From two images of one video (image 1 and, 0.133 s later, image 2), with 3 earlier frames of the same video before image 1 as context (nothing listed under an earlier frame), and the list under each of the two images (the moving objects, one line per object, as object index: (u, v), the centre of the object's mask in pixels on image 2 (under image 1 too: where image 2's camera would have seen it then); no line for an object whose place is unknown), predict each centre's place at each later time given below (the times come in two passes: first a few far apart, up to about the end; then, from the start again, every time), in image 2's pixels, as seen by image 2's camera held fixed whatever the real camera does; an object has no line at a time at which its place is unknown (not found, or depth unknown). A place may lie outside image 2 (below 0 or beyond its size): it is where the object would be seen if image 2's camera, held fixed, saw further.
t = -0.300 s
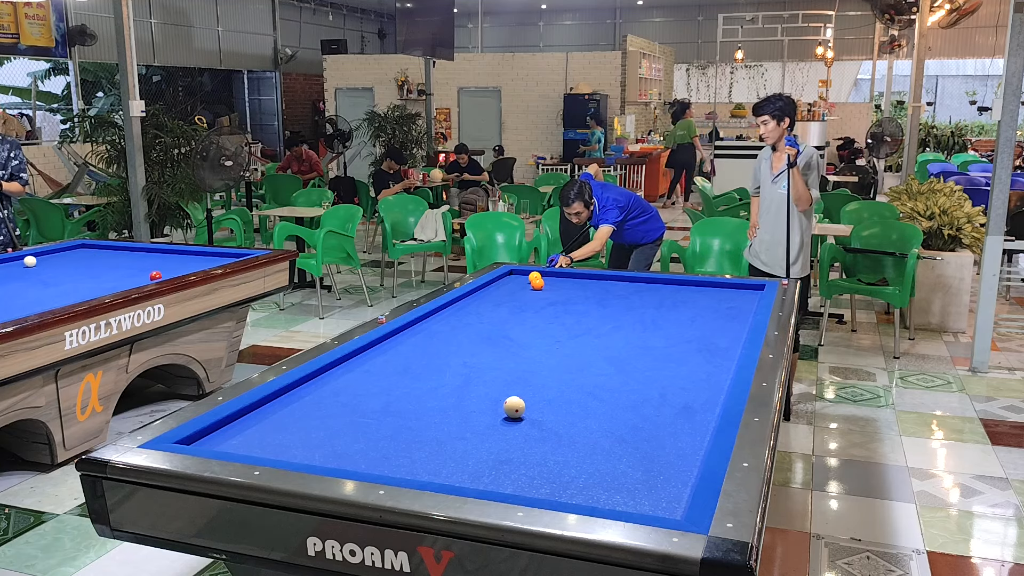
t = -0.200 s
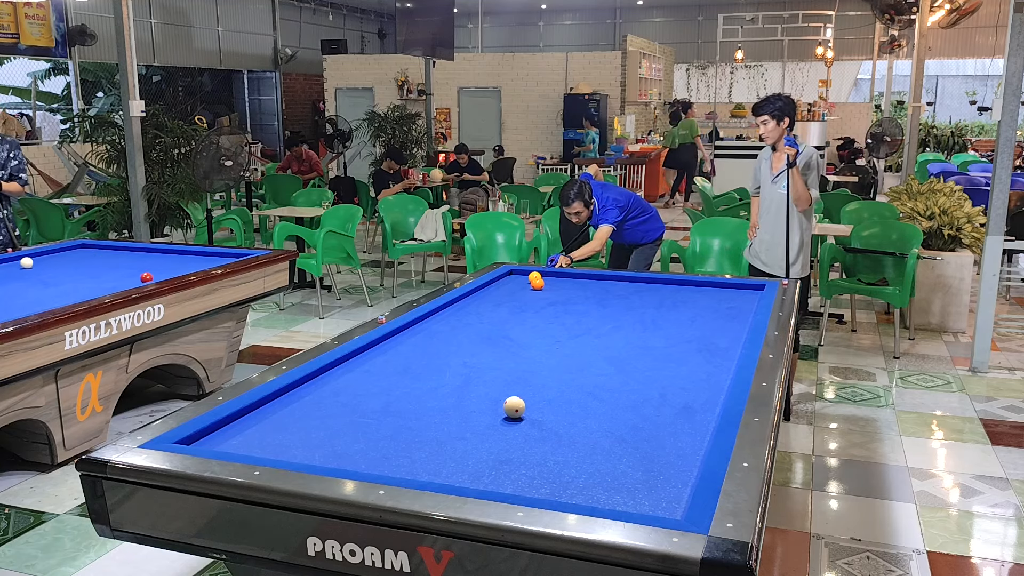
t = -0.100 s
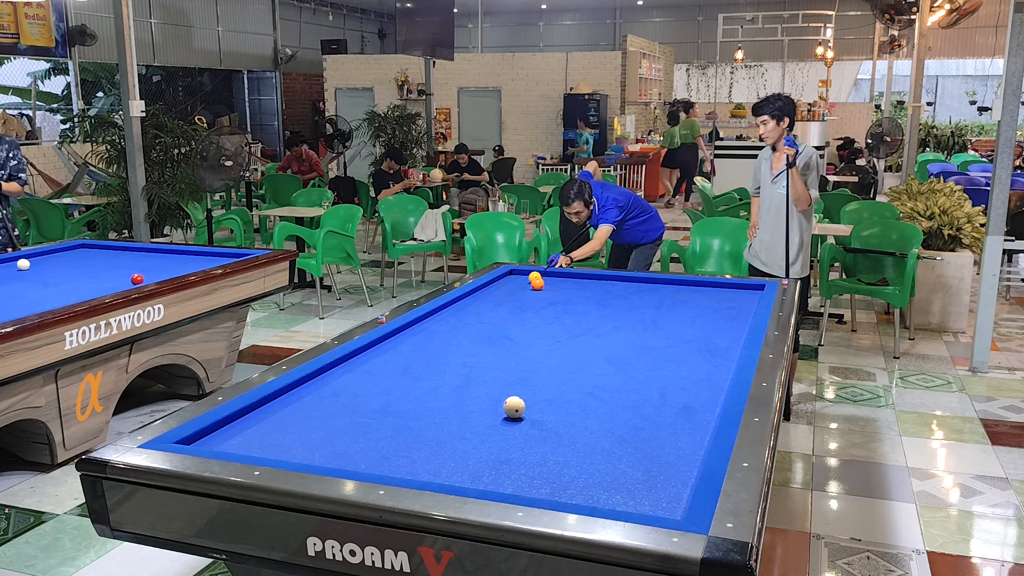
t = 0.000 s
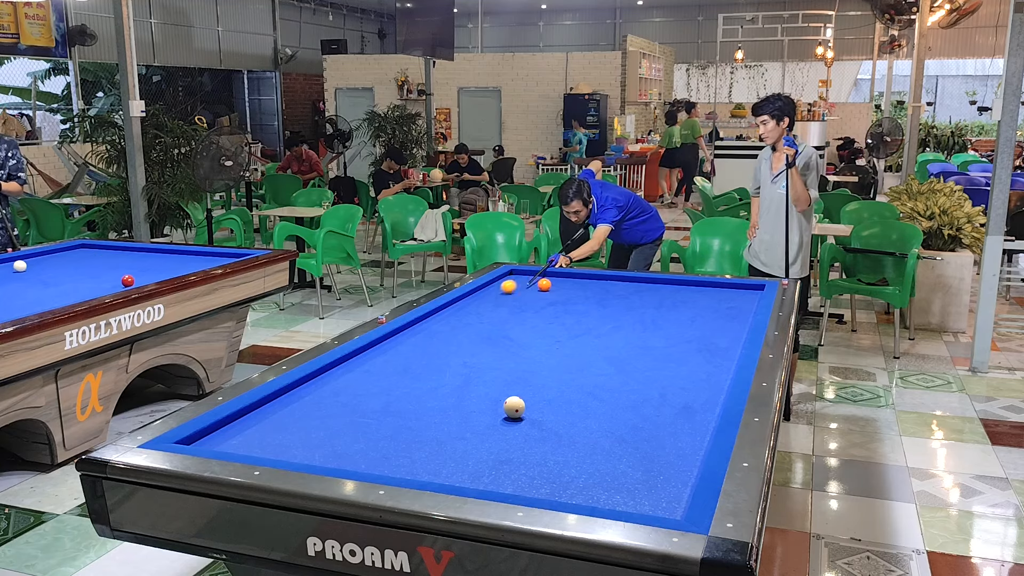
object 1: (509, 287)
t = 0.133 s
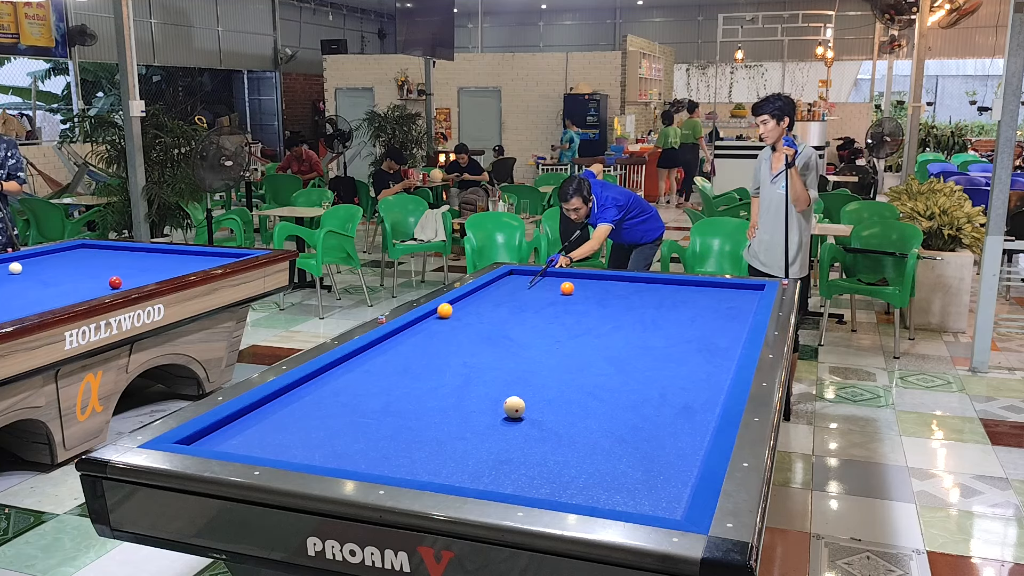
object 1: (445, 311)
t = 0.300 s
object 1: (412, 349)
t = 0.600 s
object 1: (312, 456)
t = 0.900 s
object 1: (518, 383)
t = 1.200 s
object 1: (638, 346)
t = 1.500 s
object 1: (729, 320)
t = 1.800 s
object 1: (729, 296)
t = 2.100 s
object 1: (699, 286)
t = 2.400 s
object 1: (648, 293)
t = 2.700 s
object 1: (596, 300)
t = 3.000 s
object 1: (541, 306)
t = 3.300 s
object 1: (483, 314)
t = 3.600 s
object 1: (423, 321)
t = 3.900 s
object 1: (423, 334)
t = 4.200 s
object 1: (428, 347)
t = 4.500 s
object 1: (433, 363)
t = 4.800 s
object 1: (439, 380)
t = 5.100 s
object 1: (445, 398)
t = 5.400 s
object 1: (452, 420)
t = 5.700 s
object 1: (460, 444)
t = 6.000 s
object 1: (468, 471)
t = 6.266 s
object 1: (491, 480)
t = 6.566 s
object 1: (537, 474)
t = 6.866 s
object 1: (580, 467)
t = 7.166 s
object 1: (619, 460)
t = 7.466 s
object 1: (656, 453)
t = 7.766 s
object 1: (690, 448)
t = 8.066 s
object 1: (690, 439)
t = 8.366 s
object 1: (678, 431)
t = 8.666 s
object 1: (667, 423)
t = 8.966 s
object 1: (657, 416)
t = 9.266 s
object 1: (648, 410)
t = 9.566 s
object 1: (640, 406)
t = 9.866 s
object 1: (633, 401)
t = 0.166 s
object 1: (440, 318)
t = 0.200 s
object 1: (434, 325)
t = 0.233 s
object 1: (428, 332)
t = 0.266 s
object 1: (420, 340)
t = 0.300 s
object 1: (412, 349)
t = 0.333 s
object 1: (403, 358)
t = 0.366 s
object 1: (394, 368)
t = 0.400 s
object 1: (383, 379)
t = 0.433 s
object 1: (372, 391)
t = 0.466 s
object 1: (360, 404)
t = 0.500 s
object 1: (346, 418)
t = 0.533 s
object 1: (332, 433)
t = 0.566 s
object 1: (316, 449)
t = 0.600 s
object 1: (312, 456)
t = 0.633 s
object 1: (342, 447)
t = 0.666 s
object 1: (370, 437)
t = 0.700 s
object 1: (396, 428)
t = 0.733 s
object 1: (420, 418)
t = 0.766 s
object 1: (442, 410)
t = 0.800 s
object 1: (462, 402)
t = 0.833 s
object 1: (482, 396)
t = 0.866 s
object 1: (500, 389)
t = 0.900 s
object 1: (518, 383)
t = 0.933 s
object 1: (534, 378)
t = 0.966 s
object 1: (549, 373)
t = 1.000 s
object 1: (563, 369)
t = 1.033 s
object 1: (577, 365)
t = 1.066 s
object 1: (590, 361)
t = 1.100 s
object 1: (603, 357)
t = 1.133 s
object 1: (615, 353)
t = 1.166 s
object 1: (627, 350)
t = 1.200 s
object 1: (638, 346)
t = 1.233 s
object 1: (649, 343)
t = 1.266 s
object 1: (660, 340)
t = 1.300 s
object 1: (671, 337)
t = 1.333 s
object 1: (681, 334)
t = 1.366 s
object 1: (691, 331)
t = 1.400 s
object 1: (701, 328)
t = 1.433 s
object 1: (710, 325)
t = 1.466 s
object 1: (720, 323)
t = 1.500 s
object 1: (729, 320)
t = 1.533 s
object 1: (738, 317)
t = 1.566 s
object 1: (746, 315)
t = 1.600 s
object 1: (747, 312)
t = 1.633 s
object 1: (743, 309)
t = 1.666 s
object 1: (739, 306)
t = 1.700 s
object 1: (736, 304)
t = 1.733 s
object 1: (733, 301)
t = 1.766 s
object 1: (731, 299)
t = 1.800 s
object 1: (729, 296)
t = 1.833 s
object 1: (727, 294)
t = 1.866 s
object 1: (725, 292)
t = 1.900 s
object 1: (723, 290)
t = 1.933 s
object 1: (721, 288)
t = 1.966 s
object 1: (719, 285)
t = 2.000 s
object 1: (717, 283)
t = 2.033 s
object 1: (711, 284)
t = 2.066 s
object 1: (705, 285)
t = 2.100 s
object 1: (699, 286)
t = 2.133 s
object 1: (693, 287)
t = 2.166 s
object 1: (688, 288)
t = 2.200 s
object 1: (682, 289)
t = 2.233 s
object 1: (676, 290)
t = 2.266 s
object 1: (671, 290)
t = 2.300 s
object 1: (665, 291)
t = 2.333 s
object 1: (660, 292)
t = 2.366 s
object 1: (654, 293)
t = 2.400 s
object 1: (648, 293)
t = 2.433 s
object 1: (642, 294)
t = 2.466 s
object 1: (636, 295)
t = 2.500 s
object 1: (631, 295)
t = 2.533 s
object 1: (625, 296)
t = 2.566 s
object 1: (619, 297)
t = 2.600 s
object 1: (613, 297)
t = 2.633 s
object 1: (607, 298)
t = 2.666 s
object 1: (601, 299)
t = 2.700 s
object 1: (596, 300)
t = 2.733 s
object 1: (589, 300)
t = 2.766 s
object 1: (584, 301)
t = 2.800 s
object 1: (577, 302)
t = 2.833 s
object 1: (571, 303)
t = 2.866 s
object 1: (565, 303)
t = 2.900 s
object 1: (559, 304)
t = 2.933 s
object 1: (553, 305)
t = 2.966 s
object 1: (547, 306)
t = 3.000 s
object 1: (541, 306)
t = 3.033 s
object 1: (535, 307)
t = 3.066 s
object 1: (528, 308)
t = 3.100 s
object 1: (522, 309)
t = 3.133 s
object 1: (516, 310)
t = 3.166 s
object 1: (509, 310)
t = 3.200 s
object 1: (503, 311)
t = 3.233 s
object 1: (497, 312)
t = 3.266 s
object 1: (490, 313)
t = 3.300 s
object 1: (483, 314)
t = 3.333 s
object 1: (477, 314)
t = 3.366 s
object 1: (470, 315)
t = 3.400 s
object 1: (464, 316)
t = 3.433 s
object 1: (457, 317)
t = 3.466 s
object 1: (450, 318)
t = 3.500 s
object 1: (443, 319)
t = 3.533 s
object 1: (436, 319)
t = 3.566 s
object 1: (430, 320)
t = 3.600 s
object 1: (423, 321)
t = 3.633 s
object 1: (418, 322)
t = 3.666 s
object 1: (419, 324)
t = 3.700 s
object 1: (421, 325)
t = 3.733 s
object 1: (421, 326)
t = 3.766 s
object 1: (421, 328)
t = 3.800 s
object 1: (422, 329)
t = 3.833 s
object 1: (422, 331)
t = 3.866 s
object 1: (423, 332)
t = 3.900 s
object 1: (423, 334)
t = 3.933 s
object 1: (424, 335)
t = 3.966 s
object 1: (424, 337)
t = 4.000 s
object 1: (425, 338)
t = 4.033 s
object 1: (425, 340)
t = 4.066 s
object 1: (426, 341)
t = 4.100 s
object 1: (426, 343)
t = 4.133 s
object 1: (427, 344)
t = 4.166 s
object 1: (428, 346)
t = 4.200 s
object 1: (428, 347)
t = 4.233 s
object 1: (429, 349)
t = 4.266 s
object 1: (429, 351)
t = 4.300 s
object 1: (430, 352)
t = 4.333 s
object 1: (430, 354)
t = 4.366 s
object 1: (431, 356)
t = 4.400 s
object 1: (432, 357)
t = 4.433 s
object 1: (432, 359)
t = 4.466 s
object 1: (433, 361)
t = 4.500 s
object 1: (433, 363)
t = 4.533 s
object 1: (434, 364)
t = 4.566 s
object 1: (434, 366)
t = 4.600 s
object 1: (435, 368)
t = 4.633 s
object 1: (436, 370)
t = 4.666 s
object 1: (436, 372)
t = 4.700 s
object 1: (437, 374)
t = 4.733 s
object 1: (438, 376)
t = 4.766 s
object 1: (438, 378)
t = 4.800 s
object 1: (439, 380)
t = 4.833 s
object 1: (440, 382)
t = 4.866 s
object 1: (440, 384)
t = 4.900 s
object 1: (441, 386)
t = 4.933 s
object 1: (442, 388)
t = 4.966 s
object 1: (442, 390)
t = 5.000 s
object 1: (443, 392)
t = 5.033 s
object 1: (444, 394)
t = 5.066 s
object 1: (445, 397)
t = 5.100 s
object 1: (445, 398)
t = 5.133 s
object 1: (446, 401)
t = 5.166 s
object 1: (447, 404)
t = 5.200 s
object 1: (447, 406)
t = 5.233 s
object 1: (448, 408)
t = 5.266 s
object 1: (449, 411)
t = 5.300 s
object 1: (450, 413)
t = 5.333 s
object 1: (451, 415)
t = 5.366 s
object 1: (451, 417)
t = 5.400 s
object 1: (452, 420)
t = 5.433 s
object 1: (453, 422)
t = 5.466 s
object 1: (454, 425)
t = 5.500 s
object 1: (455, 427)
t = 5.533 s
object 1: (456, 430)
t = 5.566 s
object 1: (456, 433)
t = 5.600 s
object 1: (457, 435)
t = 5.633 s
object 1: (458, 439)
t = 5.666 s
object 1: (459, 441)
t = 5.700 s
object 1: (460, 444)
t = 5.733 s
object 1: (461, 446)
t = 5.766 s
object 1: (461, 450)
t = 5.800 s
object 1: (462, 453)
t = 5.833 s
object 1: (463, 456)
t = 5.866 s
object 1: (464, 459)
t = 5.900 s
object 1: (465, 462)
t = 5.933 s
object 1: (466, 465)
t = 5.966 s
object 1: (467, 468)
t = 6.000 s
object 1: (468, 471)
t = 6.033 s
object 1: (469, 474)
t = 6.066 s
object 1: (470, 476)
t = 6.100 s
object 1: (471, 478)
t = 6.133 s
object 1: (472, 480)
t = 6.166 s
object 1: (474, 481)
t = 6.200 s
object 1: (480, 481)
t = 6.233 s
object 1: (486, 480)
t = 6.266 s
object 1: (491, 480)
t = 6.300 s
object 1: (496, 480)
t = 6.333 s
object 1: (502, 480)
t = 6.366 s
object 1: (507, 480)
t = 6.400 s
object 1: (512, 479)
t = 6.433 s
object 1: (517, 478)
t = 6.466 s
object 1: (522, 477)
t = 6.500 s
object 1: (527, 476)
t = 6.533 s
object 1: (532, 475)
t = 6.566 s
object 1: (537, 474)
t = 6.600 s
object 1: (542, 473)
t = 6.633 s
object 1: (547, 473)
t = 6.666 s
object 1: (552, 472)
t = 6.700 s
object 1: (557, 471)
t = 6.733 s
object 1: (561, 470)
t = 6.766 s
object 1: (566, 469)
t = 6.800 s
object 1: (570, 468)
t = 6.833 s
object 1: (575, 467)
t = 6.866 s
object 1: (580, 467)
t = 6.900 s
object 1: (584, 466)
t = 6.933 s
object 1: (589, 465)
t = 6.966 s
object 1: (593, 464)
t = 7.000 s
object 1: (598, 463)
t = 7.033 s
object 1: (602, 463)
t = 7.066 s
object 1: (606, 462)
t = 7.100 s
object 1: (611, 461)
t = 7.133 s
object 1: (615, 460)
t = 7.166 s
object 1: (619, 460)
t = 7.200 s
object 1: (623, 459)
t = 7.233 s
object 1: (628, 458)
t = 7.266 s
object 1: (632, 458)
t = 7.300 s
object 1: (636, 457)
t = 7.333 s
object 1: (640, 456)
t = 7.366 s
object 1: (644, 456)
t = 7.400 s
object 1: (648, 455)
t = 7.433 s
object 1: (652, 454)
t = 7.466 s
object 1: (656, 453)
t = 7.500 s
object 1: (660, 452)
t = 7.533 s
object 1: (664, 452)
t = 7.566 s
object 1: (667, 452)
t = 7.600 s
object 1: (671, 451)
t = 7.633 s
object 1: (675, 450)
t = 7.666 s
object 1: (679, 450)
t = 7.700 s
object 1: (682, 449)
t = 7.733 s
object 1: (686, 448)
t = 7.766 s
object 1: (690, 448)
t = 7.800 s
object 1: (693, 447)
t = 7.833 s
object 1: (696, 446)
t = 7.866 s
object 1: (698, 446)
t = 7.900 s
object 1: (697, 445)
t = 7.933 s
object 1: (696, 444)
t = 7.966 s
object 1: (695, 442)
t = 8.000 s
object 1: (693, 441)
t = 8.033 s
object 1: (692, 440)
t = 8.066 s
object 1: (690, 439)
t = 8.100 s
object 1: (689, 438)
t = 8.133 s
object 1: (687, 437)
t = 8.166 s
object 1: (686, 436)
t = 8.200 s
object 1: (685, 435)
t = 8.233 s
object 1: (683, 434)
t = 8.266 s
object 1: (682, 434)
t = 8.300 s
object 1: (681, 432)
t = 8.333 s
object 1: (679, 432)
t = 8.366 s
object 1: (678, 431)
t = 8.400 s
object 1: (677, 429)
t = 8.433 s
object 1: (676, 429)
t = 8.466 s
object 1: (674, 428)
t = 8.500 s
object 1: (673, 427)
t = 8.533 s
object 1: (672, 427)
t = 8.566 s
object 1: (671, 425)
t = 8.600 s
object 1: (670, 425)
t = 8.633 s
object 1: (668, 424)
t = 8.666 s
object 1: (667, 423)
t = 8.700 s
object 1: (666, 422)
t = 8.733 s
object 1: (665, 421)
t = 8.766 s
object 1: (664, 420)
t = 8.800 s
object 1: (662, 420)
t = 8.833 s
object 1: (661, 419)
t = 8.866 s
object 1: (660, 418)
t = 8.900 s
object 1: (659, 418)
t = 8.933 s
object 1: (658, 417)
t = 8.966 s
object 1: (657, 416)
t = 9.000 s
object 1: (656, 416)
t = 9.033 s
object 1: (655, 415)
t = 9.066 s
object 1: (654, 414)
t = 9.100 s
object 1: (653, 414)
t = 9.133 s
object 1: (652, 413)
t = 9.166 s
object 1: (651, 412)
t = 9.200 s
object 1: (650, 412)
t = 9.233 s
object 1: (649, 411)
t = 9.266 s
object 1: (648, 410)
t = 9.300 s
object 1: (647, 410)
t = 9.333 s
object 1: (646, 409)
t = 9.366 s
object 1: (645, 409)
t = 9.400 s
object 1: (644, 408)
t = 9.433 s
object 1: (643, 408)
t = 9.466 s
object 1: (642, 407)
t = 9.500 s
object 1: (641, 407)
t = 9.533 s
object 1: (641, 406)
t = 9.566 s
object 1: (640, 406)
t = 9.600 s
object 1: (639, 405)
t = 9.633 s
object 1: (638, 405)
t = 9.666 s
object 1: (637, 404)
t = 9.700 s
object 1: (637, 404)
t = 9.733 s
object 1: (636, 403)
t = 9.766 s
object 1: (635, 403)
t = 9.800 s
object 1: (634, 402)
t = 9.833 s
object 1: (634, 402)
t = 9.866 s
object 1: (633, 401)
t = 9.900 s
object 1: (632, 401)
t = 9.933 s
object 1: (631, 400)
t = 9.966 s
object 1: (631, 400)
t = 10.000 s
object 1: (630, 399)
